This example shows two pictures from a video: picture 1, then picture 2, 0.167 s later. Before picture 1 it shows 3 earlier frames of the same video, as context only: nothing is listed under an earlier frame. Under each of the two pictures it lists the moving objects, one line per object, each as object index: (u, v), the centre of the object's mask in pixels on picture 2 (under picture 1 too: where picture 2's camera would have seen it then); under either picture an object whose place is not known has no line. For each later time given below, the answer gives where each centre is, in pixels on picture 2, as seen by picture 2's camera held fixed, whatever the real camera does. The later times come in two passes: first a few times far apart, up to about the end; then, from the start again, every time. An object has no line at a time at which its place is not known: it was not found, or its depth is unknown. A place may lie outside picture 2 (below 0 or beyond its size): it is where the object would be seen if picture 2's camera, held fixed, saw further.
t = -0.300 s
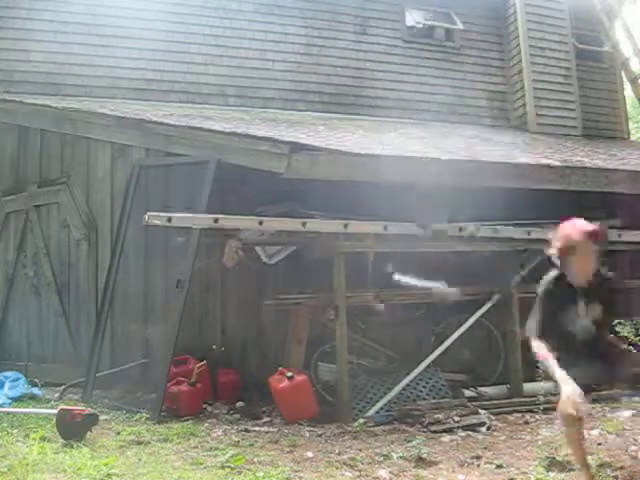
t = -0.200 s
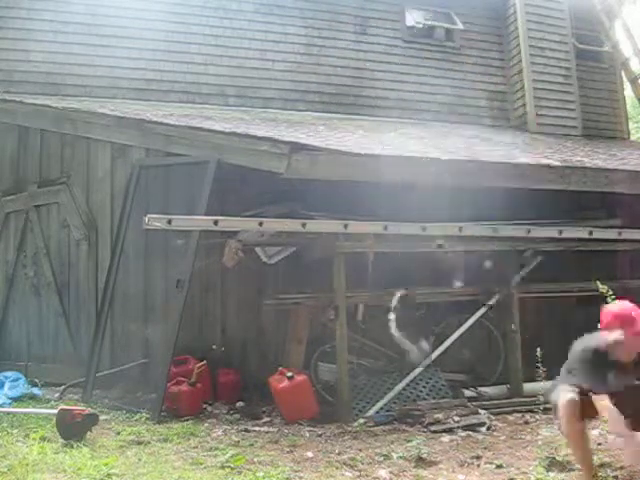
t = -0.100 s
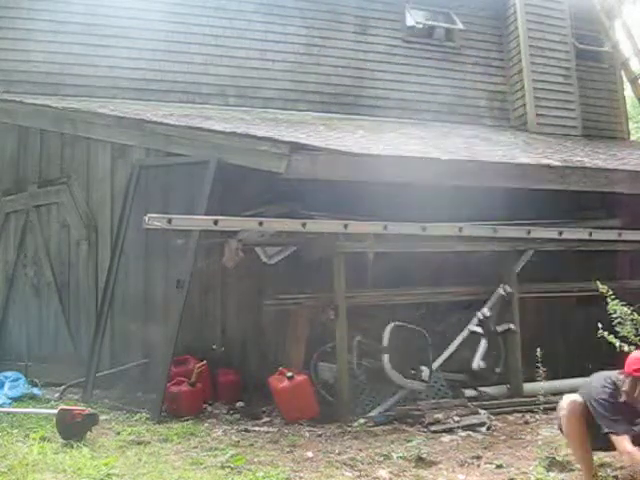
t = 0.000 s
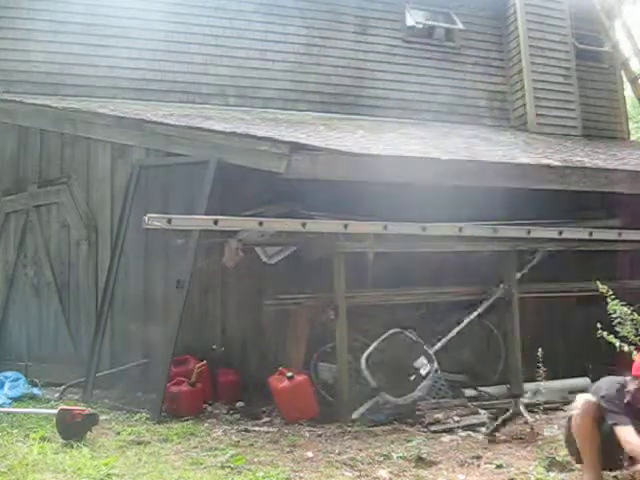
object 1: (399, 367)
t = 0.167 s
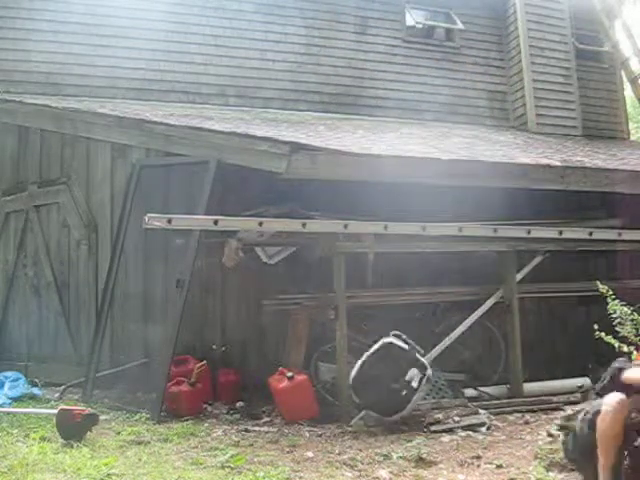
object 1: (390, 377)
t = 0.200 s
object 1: (390, 377)
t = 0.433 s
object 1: (390, 403)
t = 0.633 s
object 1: (405, 418)
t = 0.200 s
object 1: (390, 377)
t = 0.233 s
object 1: (387, 385)
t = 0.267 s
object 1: (388, 389)
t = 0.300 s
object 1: (387, 395)
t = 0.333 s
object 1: (386, 401)
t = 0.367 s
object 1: (389, 405)
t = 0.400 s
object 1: (391, 407)
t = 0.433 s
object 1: (390, 403)
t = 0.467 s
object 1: (395, 413)
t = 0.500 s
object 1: (393, 412)
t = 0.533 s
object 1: (396, 413)
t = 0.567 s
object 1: (398, 413)
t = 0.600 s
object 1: (406, 417)
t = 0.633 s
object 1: (405, 418)
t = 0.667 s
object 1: (405, 421)
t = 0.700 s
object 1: (406, 423)
